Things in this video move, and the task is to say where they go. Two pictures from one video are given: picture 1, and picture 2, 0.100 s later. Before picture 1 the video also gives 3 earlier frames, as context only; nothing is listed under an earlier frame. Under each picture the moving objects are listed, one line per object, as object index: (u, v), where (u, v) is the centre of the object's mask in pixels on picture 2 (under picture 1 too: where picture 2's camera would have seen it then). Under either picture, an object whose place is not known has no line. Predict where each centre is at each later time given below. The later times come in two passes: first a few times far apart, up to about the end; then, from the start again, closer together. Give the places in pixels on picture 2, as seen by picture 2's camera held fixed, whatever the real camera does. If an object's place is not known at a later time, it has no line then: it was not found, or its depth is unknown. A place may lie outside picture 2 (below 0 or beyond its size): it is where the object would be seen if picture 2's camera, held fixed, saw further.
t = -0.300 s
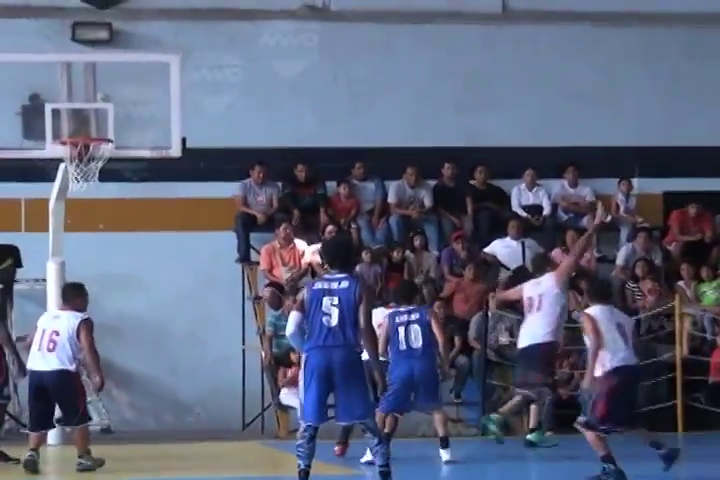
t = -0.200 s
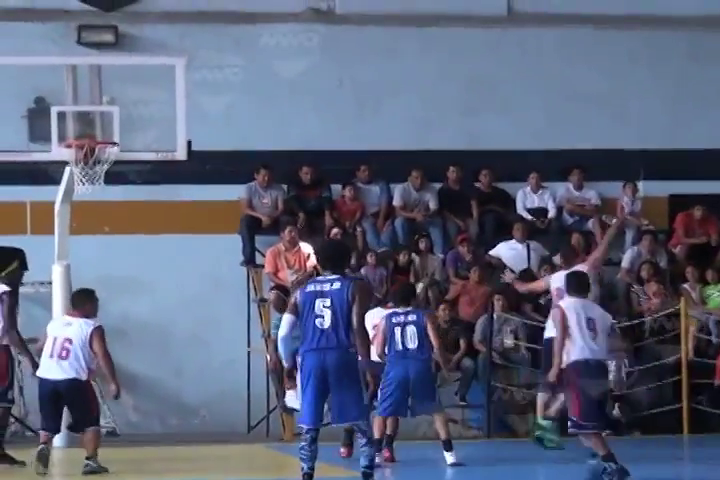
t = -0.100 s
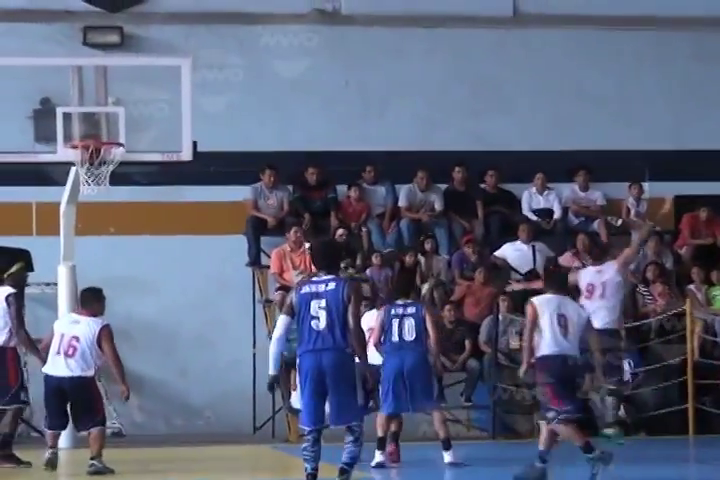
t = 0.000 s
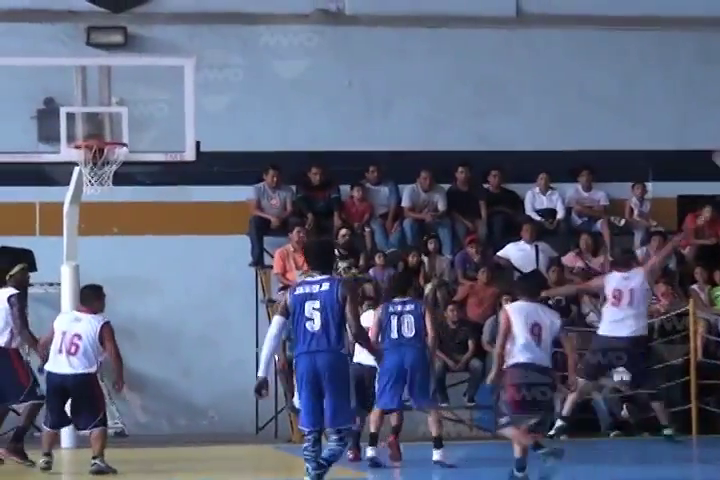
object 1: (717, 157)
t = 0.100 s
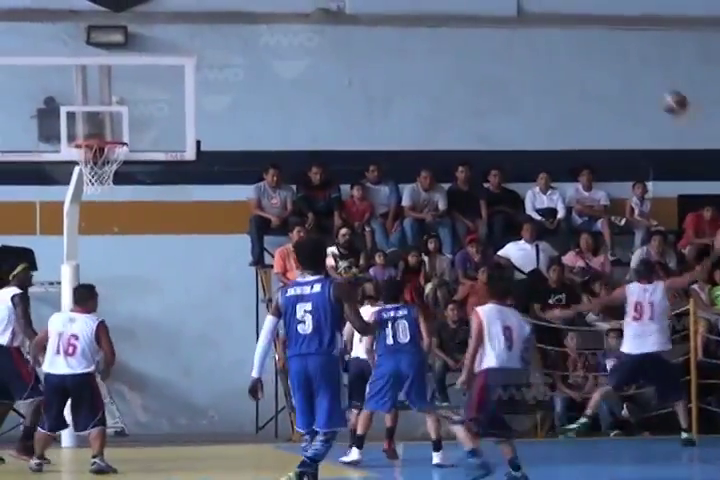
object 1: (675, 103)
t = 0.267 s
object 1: (586, 36)
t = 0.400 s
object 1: (516, 8)
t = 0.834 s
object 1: (287, 8)
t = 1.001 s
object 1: (202, 53)
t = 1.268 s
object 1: (68, 172)
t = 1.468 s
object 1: (40, 213)
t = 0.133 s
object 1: (657, 87)
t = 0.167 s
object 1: (639, 73)
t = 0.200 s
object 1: (621, 59)
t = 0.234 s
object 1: (604, 45)
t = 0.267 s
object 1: (586, 36)
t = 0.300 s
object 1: (566, 24)
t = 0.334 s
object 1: (552, 13)
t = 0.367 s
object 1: (531, 9)
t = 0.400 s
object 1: (516, 8)
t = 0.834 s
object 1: (287, 8)
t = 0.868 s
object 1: (269, 10)
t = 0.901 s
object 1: (252, 19)
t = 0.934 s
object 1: (235, 30)
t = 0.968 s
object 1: (219, 39)
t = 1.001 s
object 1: (202, 53)
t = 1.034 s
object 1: (184, 66)
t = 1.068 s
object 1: (167, 81)
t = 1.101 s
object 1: (149, 98)
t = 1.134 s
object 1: (134, 114)
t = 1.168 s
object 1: (112, 131)
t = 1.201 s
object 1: (99, 156)
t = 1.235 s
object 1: (83, 163)
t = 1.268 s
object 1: (68, 172)
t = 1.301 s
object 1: (68, 175)
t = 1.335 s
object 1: (63, 181)
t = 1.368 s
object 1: (56, 188)
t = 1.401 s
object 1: (51, 195)
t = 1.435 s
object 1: (48, 201)
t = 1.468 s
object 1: (40, 213)
